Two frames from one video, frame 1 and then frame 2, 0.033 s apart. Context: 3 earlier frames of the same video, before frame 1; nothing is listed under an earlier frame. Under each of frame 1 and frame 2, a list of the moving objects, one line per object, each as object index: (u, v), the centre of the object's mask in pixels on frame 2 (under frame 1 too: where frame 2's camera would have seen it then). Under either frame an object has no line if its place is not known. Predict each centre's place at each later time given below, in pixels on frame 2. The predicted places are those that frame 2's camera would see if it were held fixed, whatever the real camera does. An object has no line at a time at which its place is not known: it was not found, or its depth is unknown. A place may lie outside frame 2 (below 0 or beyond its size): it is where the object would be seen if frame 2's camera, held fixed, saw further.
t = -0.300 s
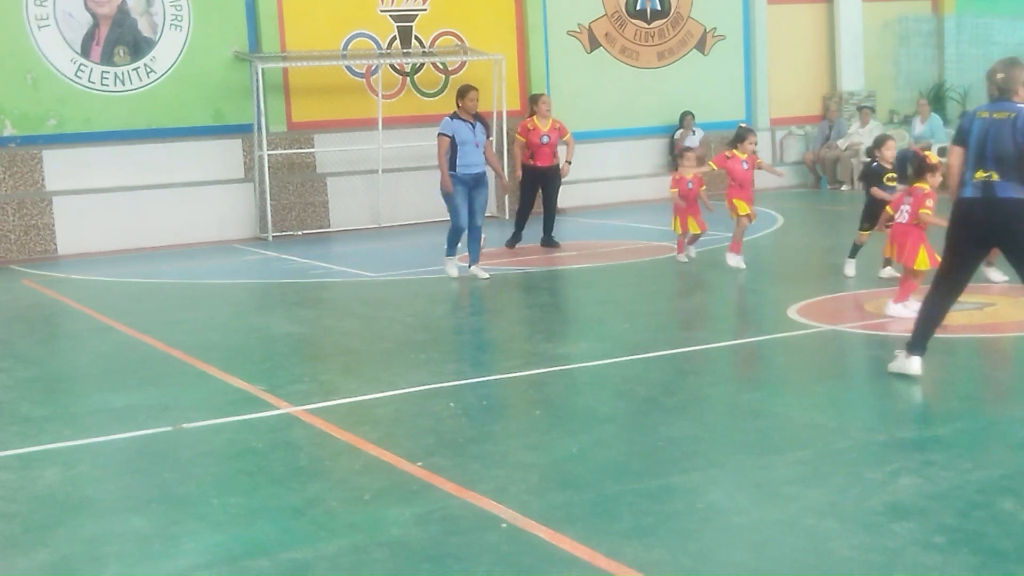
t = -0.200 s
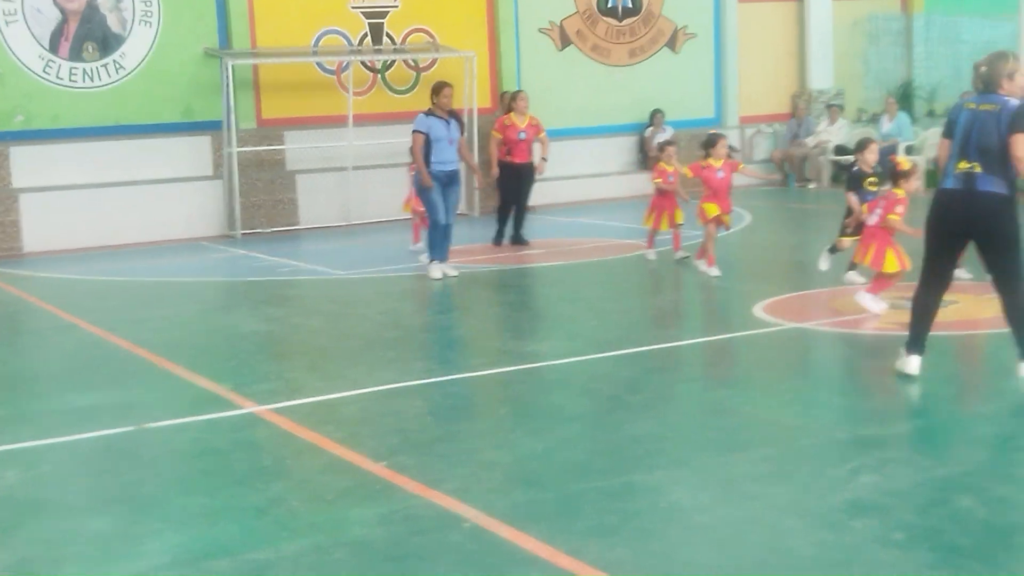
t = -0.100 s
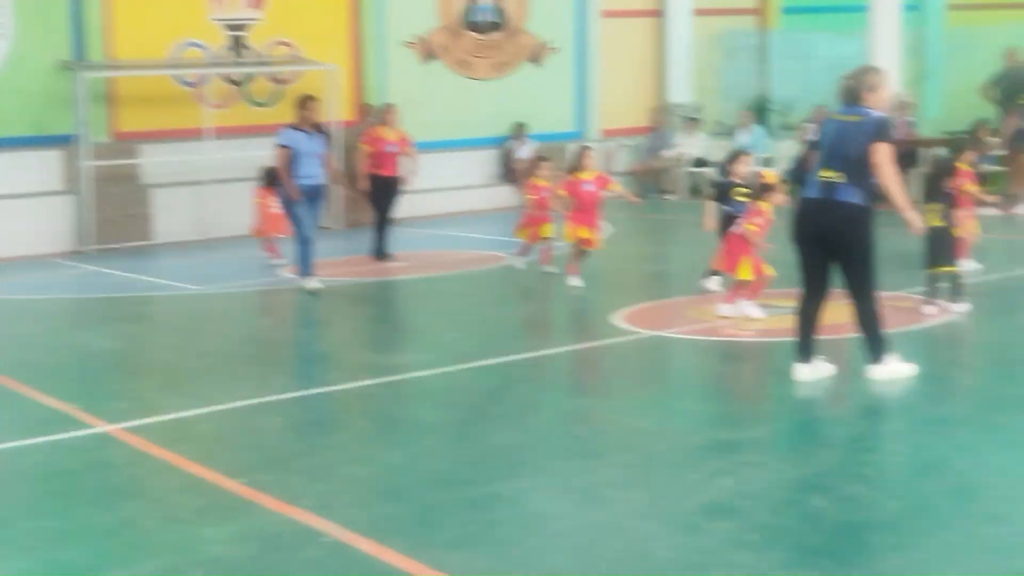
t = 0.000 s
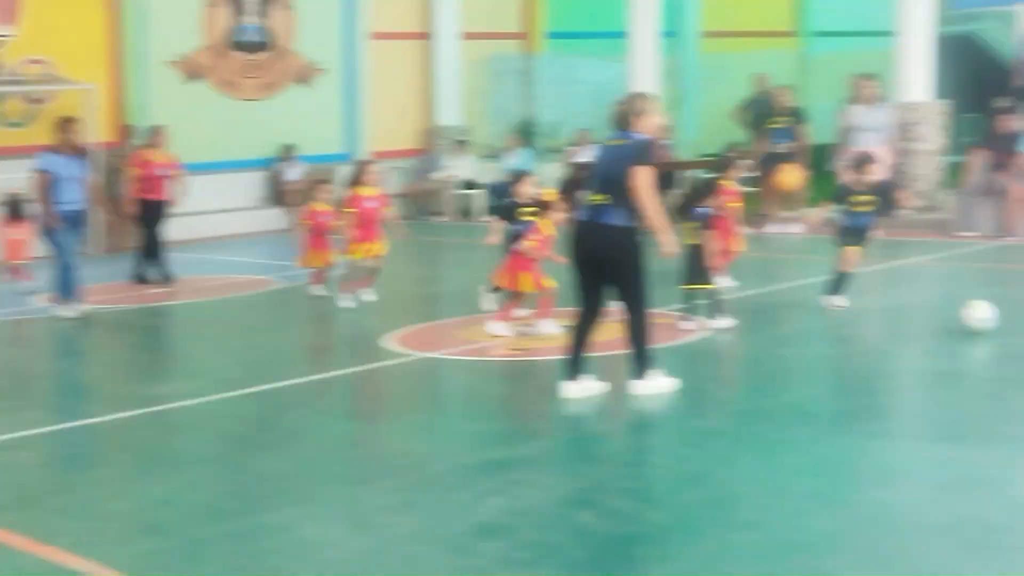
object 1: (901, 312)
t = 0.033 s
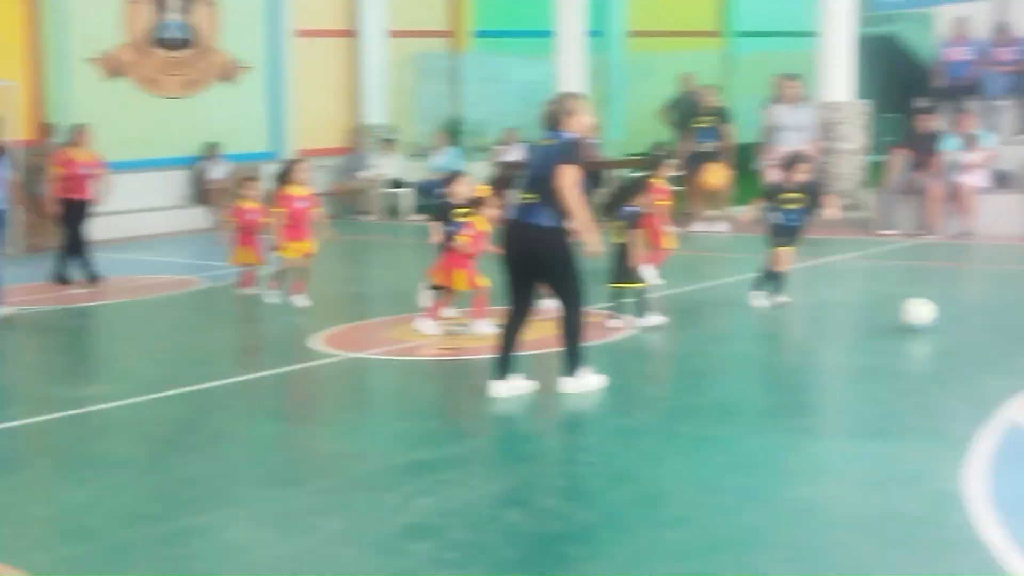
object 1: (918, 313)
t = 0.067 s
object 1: (936, 315)
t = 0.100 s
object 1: (955, 314)
